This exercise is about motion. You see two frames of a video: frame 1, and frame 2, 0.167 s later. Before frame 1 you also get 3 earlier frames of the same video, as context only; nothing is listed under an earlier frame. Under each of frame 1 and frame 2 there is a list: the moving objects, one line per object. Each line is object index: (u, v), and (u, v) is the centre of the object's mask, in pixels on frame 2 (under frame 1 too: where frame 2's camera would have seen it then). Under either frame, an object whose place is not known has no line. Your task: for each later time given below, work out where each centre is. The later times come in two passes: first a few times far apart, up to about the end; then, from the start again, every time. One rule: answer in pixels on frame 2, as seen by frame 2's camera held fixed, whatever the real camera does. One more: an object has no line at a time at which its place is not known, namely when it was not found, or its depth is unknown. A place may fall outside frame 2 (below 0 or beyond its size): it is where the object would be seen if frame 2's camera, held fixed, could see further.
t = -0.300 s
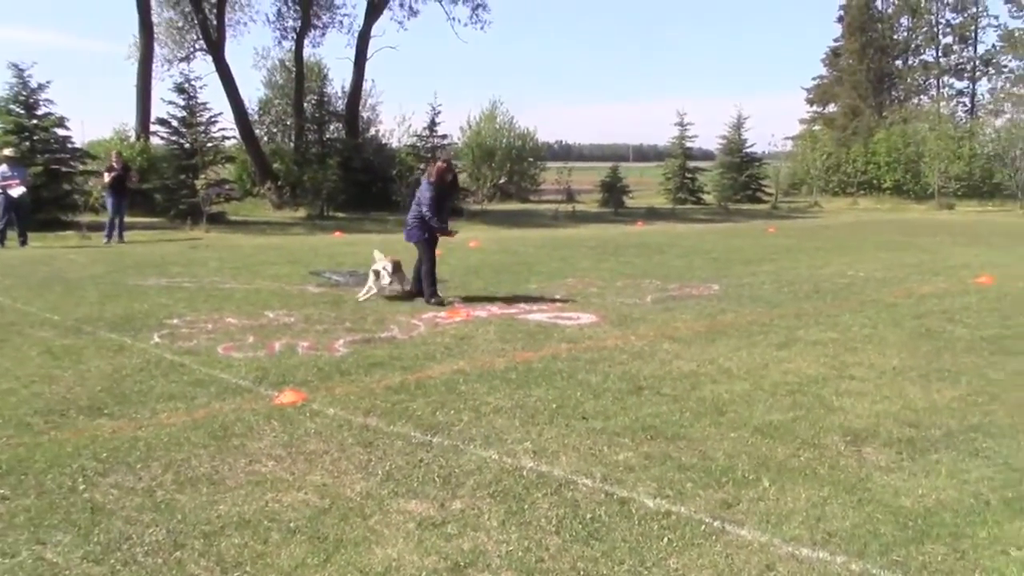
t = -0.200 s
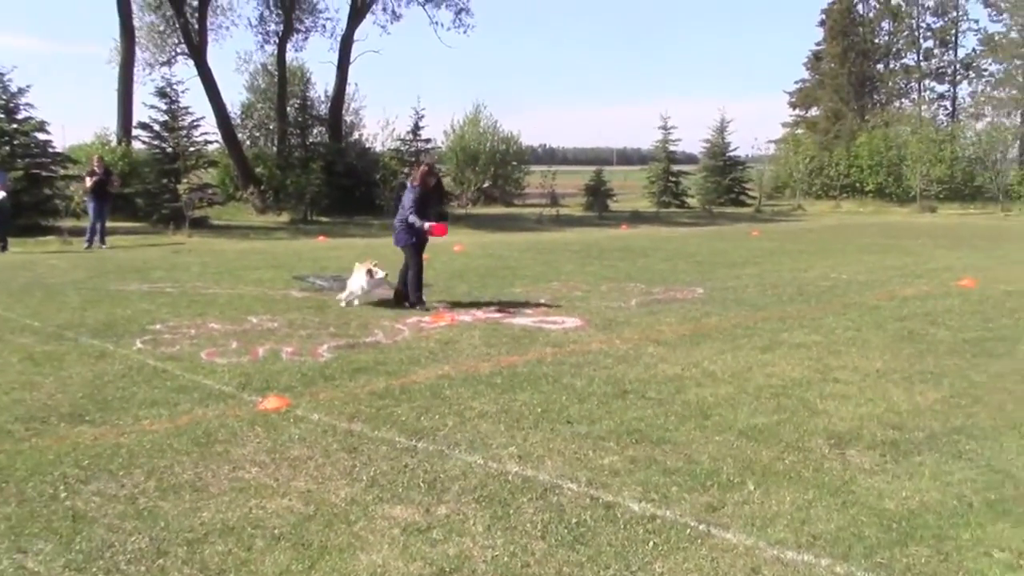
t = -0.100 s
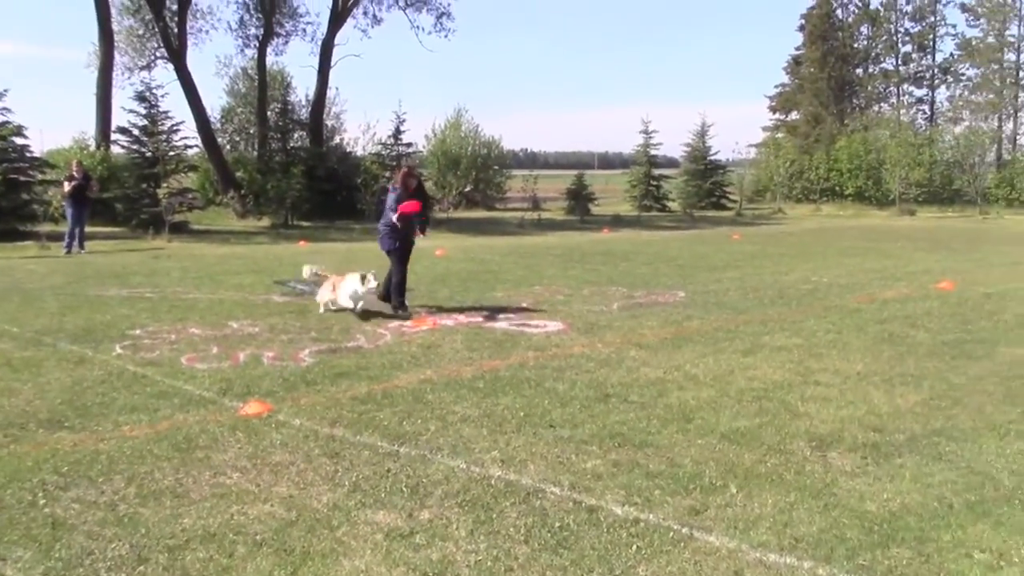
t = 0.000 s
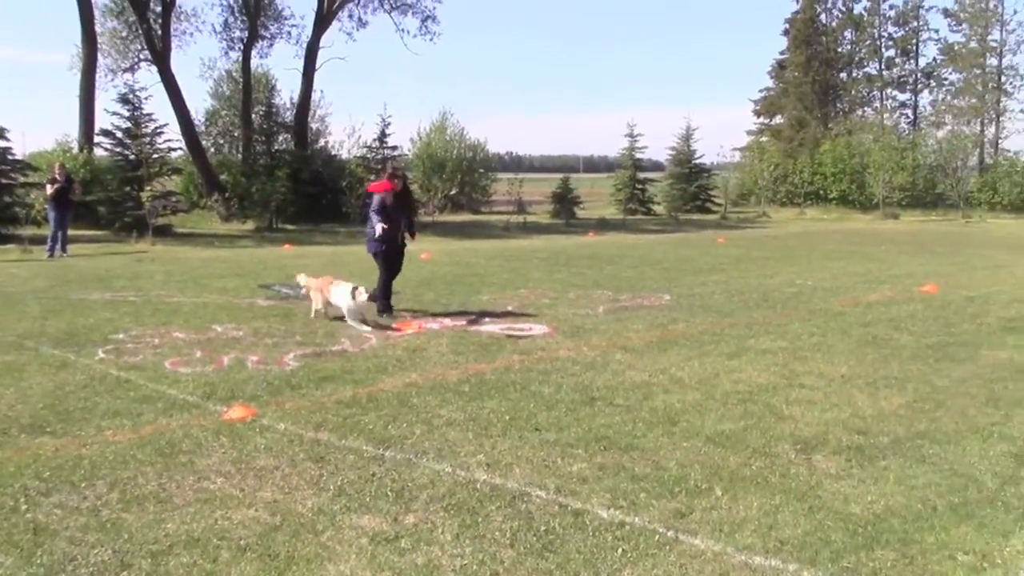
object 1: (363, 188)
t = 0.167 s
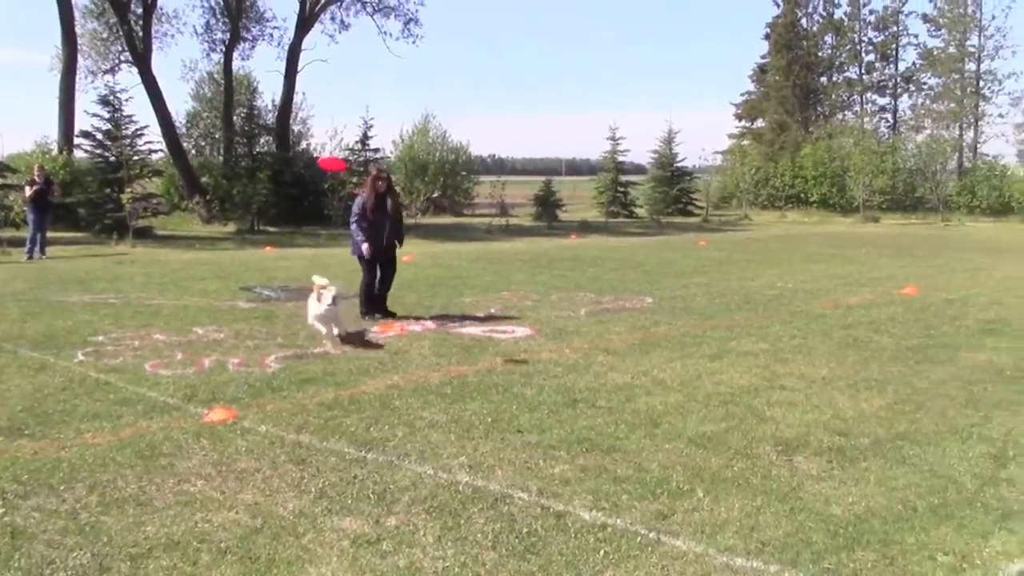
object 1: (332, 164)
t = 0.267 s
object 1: (310, 157)
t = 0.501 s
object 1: (245, 167)
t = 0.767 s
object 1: (136, 245)
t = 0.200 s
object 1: (326, 160)
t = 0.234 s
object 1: (318, 159)
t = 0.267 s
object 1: (310, 157)
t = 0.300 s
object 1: (303, 155)
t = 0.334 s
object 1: (295, 155)
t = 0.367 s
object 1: (285, 156)
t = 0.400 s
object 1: (276, 157)
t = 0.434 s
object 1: (266, 160)
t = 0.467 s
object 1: (256, 164)
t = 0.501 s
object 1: (245, 167)
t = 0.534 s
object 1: (235, 174)
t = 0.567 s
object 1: (223, 179)
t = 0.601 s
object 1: (210, 187)
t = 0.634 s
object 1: (195, 195)
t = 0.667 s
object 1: (180, 205)
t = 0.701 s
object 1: (166, 217)
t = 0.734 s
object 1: (151, 230)
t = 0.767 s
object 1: (136, 245)
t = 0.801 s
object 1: (121, 264)
